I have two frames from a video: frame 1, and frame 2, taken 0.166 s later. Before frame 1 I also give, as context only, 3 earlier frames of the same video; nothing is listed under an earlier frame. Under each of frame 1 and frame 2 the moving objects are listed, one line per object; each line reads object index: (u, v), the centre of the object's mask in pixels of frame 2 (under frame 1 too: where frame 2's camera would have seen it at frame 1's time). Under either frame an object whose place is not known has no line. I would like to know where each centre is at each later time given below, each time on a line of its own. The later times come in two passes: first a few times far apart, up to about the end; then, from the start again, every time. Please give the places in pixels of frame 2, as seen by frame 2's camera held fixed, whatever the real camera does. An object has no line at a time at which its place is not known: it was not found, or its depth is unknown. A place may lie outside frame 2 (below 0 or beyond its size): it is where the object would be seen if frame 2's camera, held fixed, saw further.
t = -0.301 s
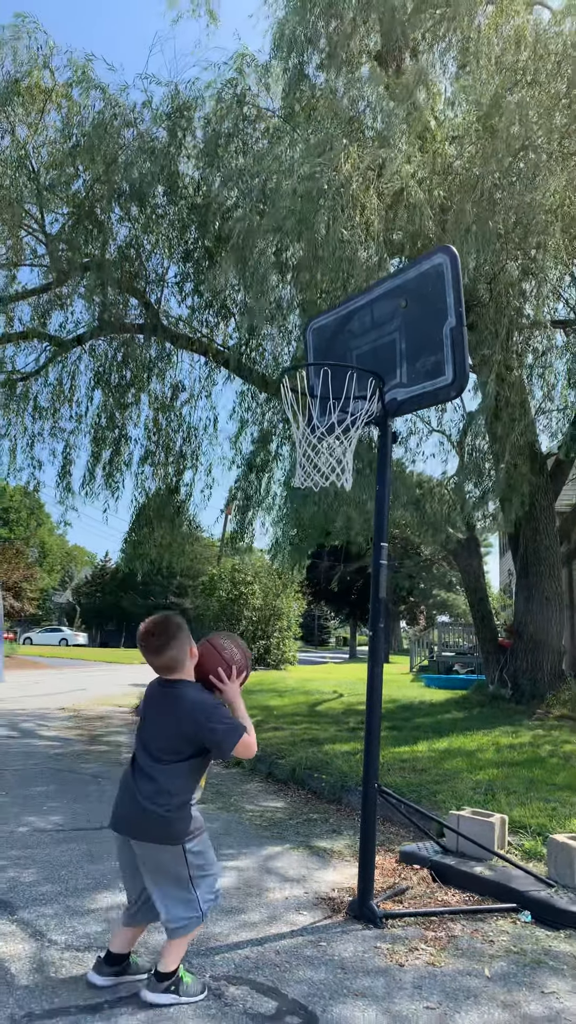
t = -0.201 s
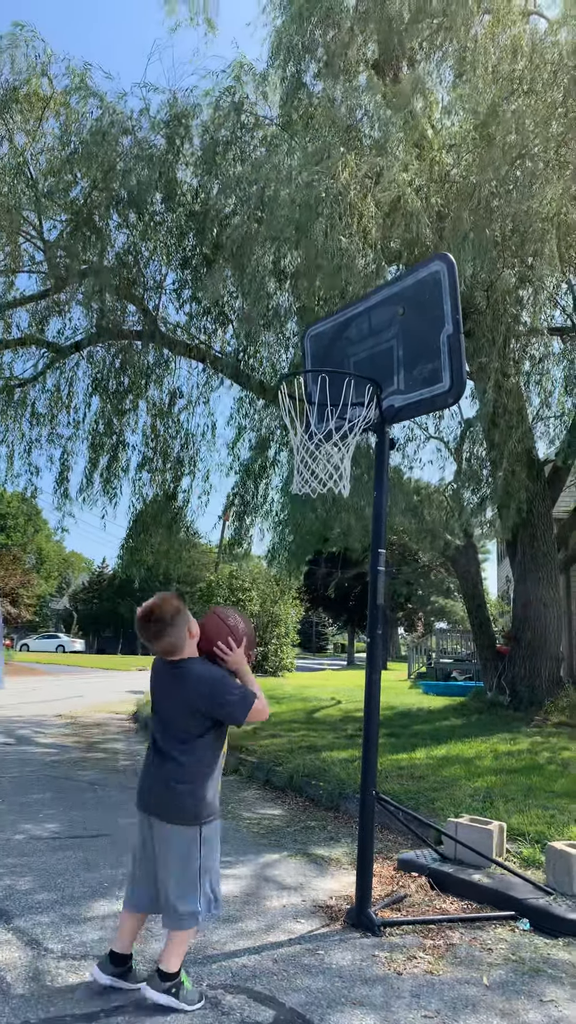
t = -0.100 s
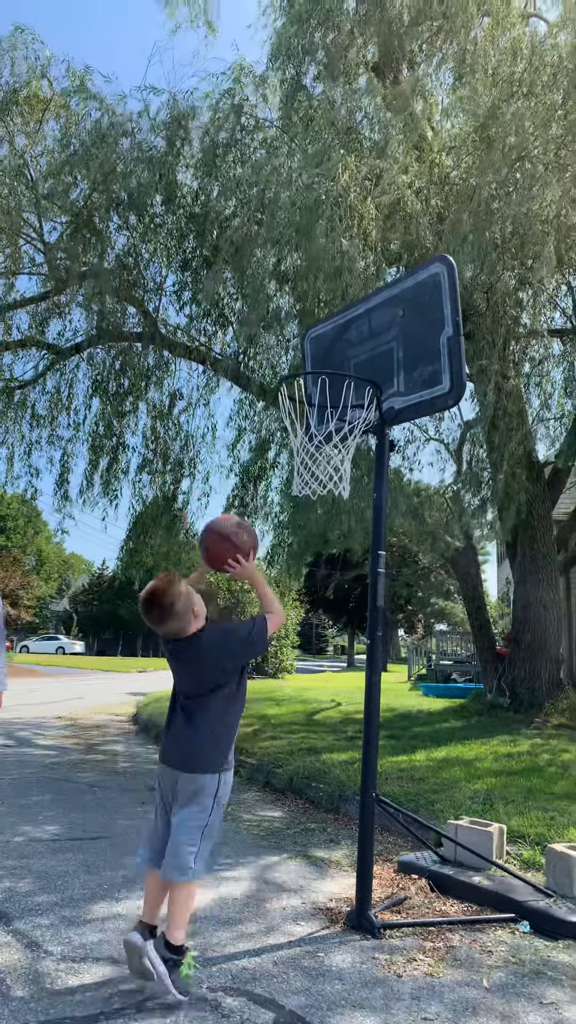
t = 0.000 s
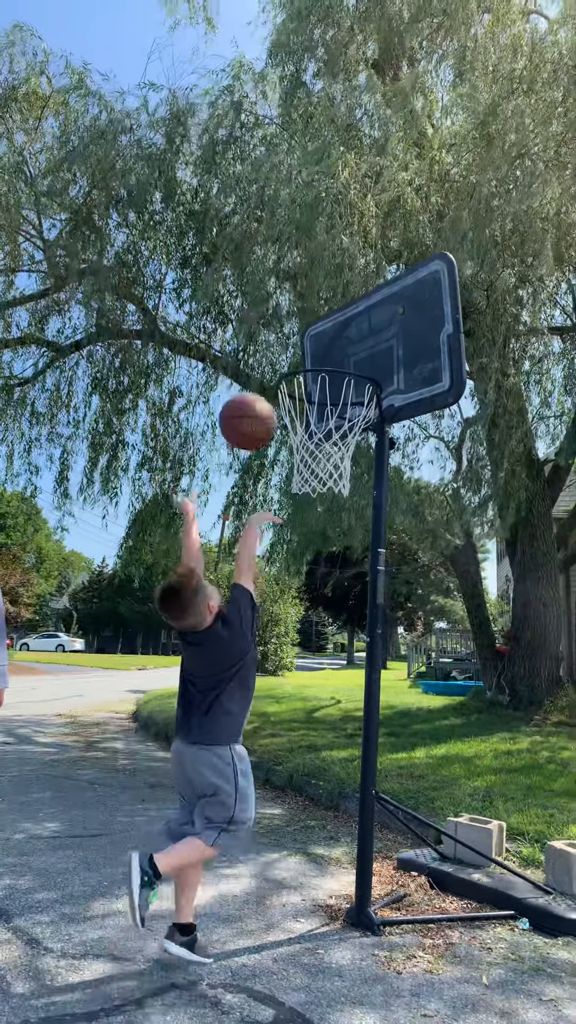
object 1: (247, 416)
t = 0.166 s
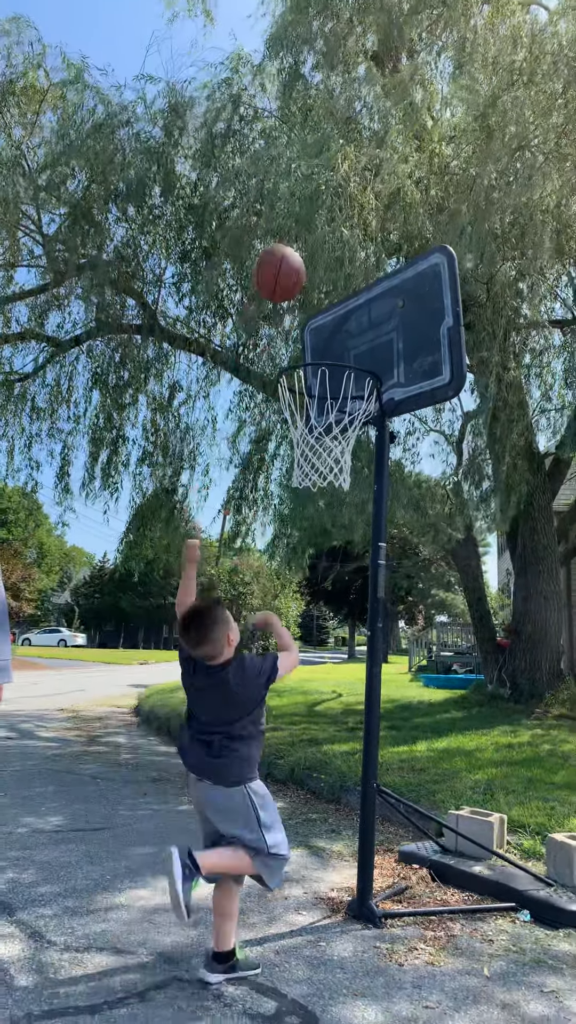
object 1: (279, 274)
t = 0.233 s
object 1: (289, 239)
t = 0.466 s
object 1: (321, 197)
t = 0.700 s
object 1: (349, 270)
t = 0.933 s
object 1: (395, 368)
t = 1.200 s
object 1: (504, 599)
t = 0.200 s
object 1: (284, 255)
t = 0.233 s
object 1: (289, 239)
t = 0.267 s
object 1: (295, 226)
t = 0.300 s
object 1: (299, 215)
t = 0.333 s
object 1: (304, 207)
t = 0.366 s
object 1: (309, 200)
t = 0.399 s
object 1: (311, 197)
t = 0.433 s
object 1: (317, 196)
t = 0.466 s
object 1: (321, 197)
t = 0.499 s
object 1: (325, 200)
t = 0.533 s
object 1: (329, 207)
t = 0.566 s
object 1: (333, 215)
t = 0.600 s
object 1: (336, 224)
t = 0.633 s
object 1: (340, 238)
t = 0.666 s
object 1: (345, 254)
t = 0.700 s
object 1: (349, 270)
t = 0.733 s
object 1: (351, 290)
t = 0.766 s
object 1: (355, 313)
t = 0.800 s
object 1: (358, 339)
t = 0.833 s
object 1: (365, 348)
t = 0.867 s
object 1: (375, 352)
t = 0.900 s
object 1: (385, 359)
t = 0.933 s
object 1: (395, 368)
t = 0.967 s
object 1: (405, 382)
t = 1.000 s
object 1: (416, 397)
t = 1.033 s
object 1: (429, 417)
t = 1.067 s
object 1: (442, 442)
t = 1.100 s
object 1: (456, 472)
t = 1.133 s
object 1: (472, 507)
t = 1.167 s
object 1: (487, 550)
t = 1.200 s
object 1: (504, 599)
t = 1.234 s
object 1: (523, 658)
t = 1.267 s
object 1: (540, 725)
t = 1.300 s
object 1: (550, 802)
